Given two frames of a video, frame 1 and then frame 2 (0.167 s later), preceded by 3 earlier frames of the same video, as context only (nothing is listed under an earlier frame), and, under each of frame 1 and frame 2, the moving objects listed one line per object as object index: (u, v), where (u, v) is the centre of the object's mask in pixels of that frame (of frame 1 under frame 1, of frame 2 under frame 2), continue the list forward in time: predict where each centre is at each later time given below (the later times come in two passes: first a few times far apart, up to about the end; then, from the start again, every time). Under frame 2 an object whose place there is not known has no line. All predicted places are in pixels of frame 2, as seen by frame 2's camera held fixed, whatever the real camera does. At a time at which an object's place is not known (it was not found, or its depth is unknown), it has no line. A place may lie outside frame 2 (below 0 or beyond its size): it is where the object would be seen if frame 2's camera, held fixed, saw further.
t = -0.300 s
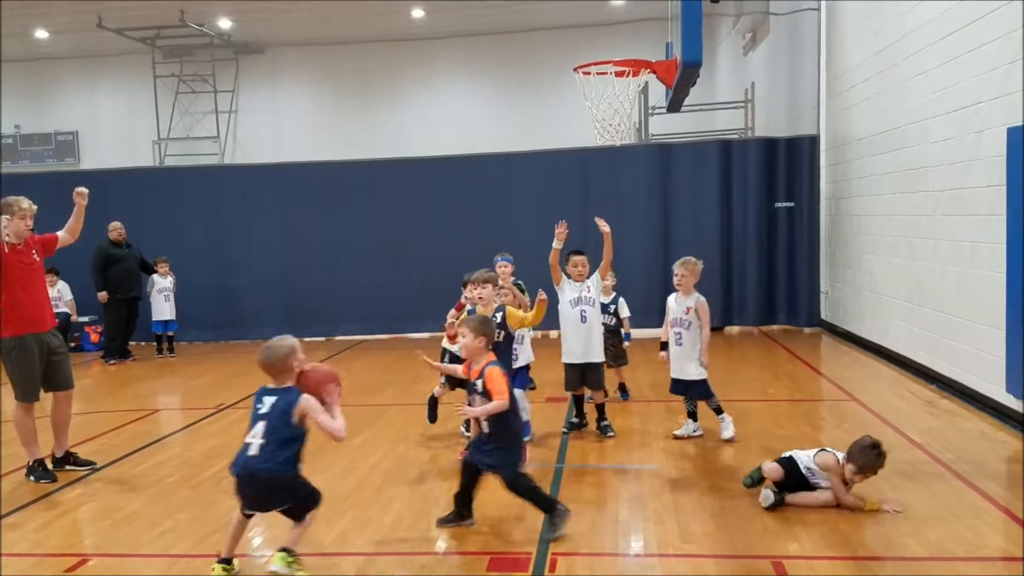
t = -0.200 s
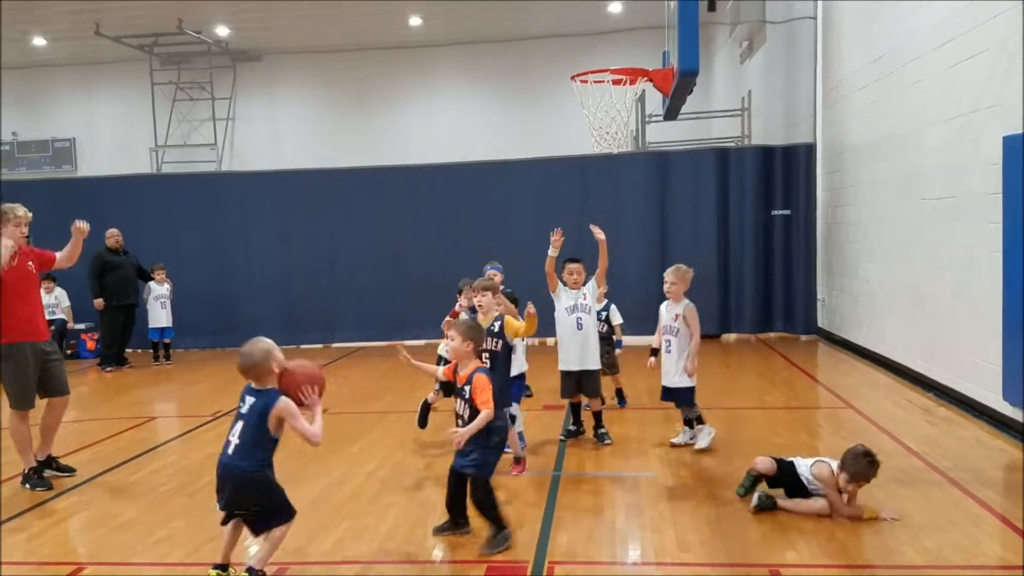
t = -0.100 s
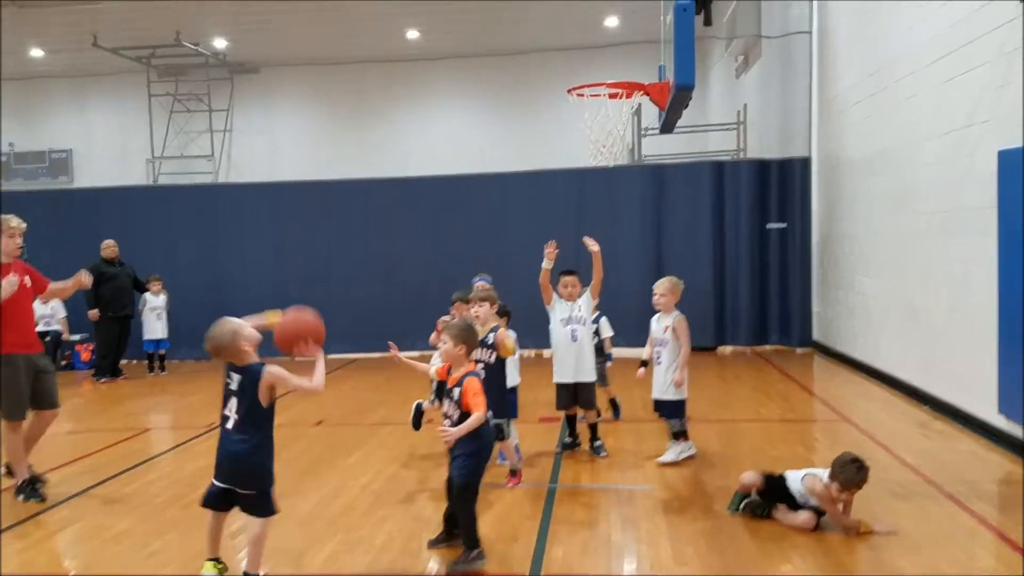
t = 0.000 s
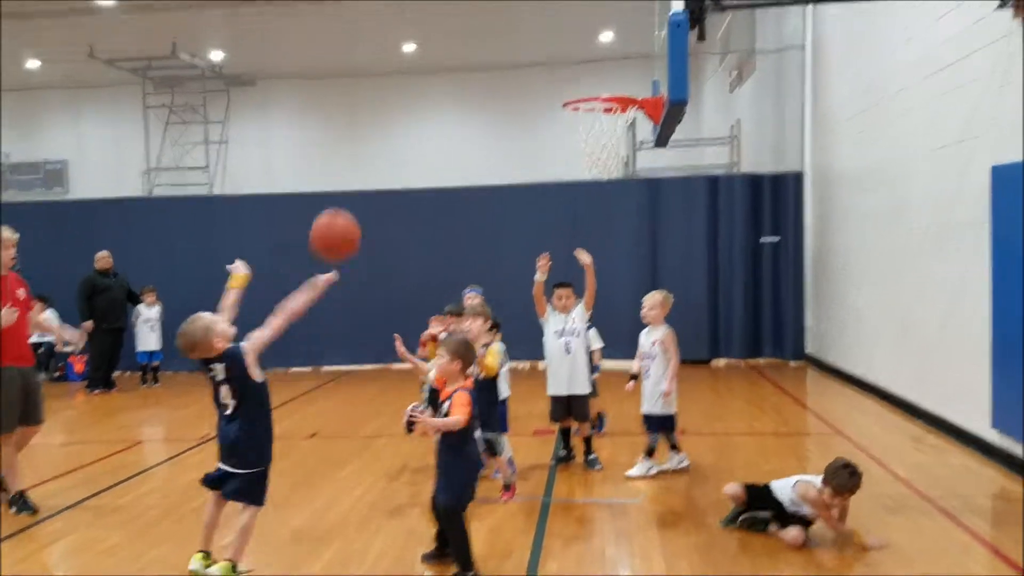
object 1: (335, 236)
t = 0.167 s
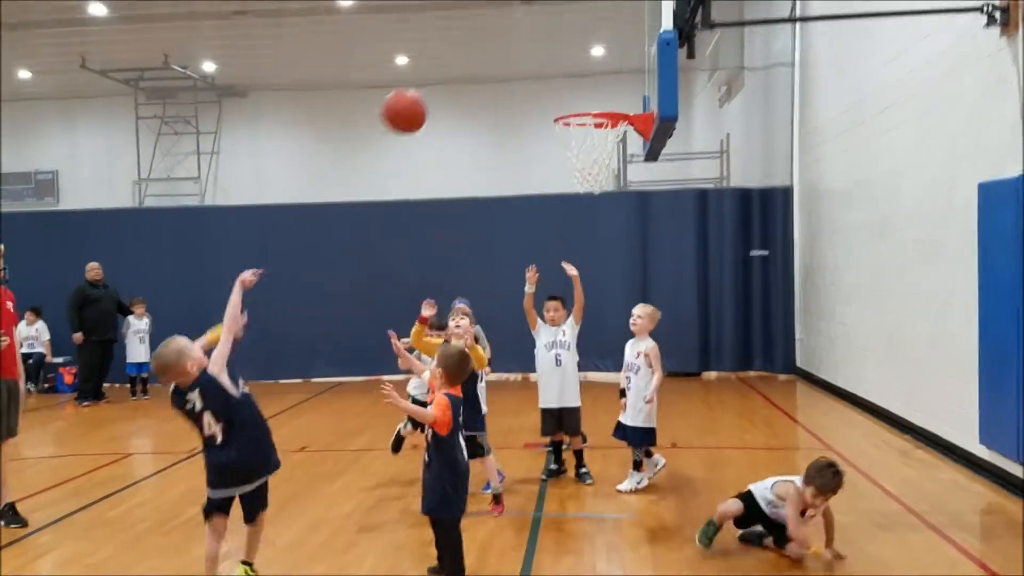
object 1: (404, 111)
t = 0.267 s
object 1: (446, 63)
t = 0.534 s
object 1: (544, 36)
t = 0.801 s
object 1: (621, 80)
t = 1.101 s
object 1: (603, 83)
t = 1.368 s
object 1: (573, 176)
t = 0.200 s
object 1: (418, 92)
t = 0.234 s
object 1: (432, 77)
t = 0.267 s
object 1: (446, 63)
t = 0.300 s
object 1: (459, 52)
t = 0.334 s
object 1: (472, 43)
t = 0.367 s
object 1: (485, 36)
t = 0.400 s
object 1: (498, 33)
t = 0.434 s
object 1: (510, 30)
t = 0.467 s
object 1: (522, 30)
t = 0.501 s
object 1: (533, 31)
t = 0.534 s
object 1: (544, 36)
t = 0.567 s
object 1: (555, 42)
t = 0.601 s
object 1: (566, 49)
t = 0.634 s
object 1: (576, 58)
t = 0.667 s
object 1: (587, 70)
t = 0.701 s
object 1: (598, 82)
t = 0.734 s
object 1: (608, 95)
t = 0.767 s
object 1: (614, 88)
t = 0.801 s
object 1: (621, 80)
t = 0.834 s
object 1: (627, 74)
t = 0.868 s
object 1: (633, 71)
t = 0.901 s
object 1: (635, 68)
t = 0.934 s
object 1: (630, 66)
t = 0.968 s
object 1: (624, 66)
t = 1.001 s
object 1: (619, 68)
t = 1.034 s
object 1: (614, 71)
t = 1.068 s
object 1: (609, 76)
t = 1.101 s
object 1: (603, 83)
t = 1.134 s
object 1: (597, 91)
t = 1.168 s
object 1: (593, 99)
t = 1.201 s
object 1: (585, 111)
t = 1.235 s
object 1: (583, 129)
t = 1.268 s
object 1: (577, 142)
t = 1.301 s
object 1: (574, 159)
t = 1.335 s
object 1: (575, 168)
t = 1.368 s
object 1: (573, 176)
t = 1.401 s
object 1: (575, 187)
